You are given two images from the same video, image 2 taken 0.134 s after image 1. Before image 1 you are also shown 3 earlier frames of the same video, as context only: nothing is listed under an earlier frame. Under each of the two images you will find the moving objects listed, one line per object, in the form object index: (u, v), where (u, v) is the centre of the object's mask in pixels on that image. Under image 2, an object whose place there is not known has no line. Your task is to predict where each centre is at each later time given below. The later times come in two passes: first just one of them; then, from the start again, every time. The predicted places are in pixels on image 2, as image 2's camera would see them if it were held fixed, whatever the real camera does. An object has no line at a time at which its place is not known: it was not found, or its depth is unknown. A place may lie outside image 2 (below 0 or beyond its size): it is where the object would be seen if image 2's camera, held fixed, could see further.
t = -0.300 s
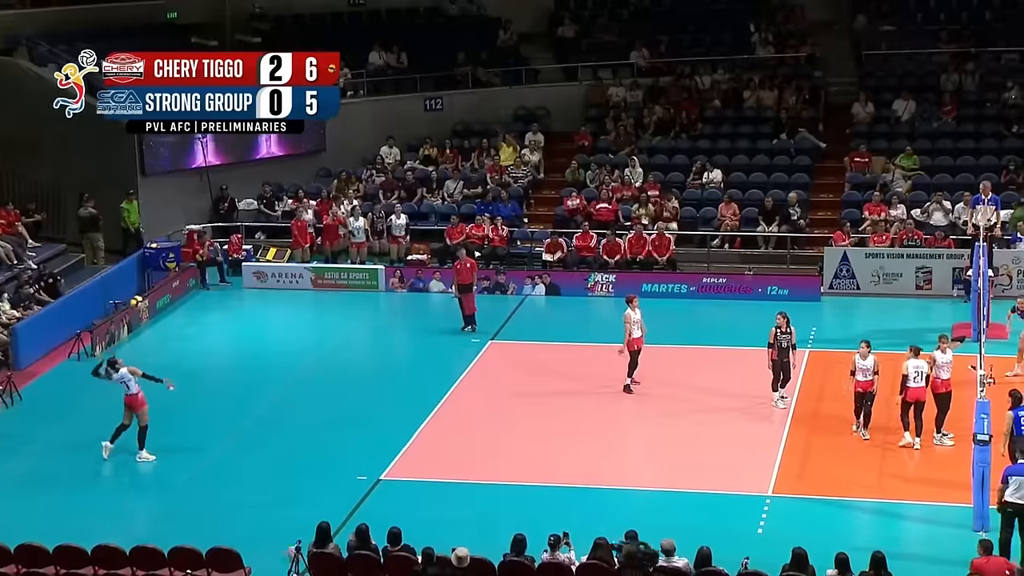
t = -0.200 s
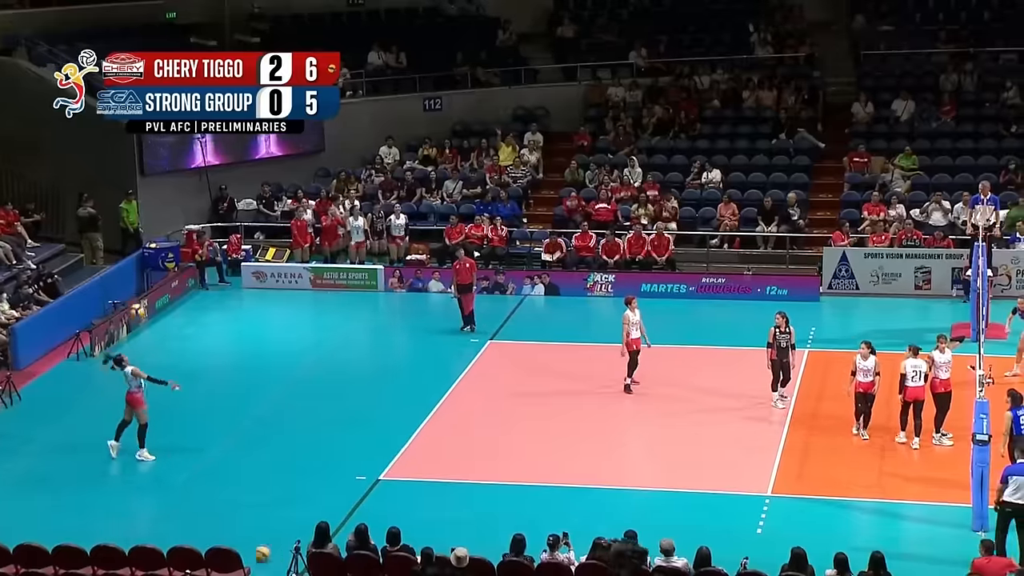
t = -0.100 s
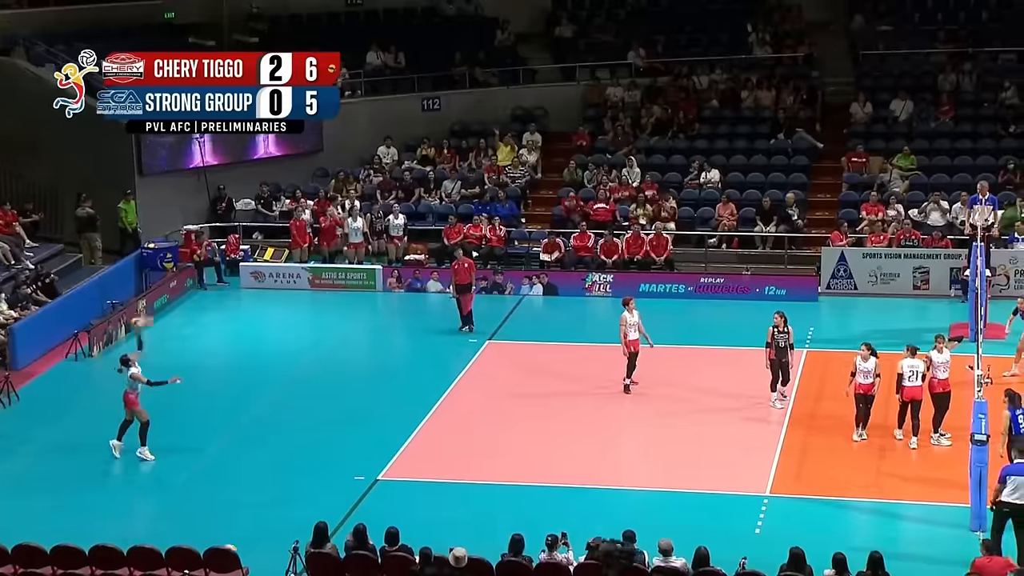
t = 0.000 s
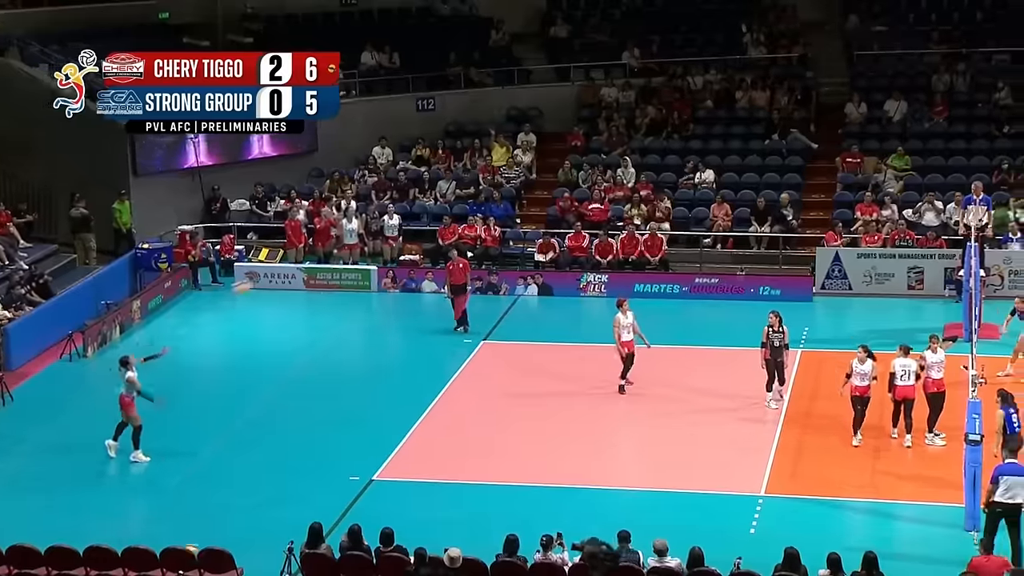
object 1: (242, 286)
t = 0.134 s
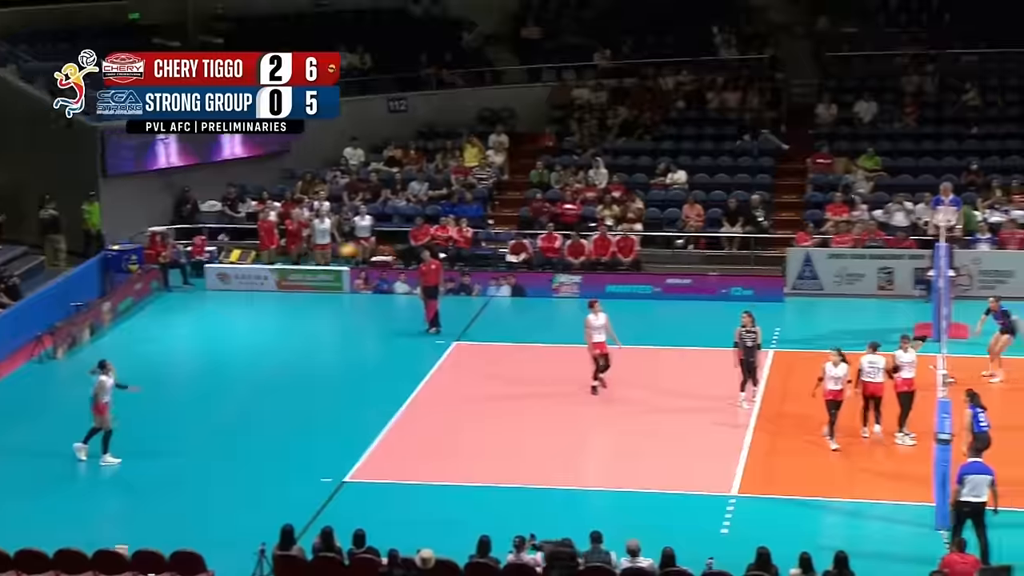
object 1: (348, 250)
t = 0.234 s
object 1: (443, 229)
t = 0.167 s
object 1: (380, 242)
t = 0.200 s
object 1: (412, 236)
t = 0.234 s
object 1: (443, 229)
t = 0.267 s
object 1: (476, 222)
